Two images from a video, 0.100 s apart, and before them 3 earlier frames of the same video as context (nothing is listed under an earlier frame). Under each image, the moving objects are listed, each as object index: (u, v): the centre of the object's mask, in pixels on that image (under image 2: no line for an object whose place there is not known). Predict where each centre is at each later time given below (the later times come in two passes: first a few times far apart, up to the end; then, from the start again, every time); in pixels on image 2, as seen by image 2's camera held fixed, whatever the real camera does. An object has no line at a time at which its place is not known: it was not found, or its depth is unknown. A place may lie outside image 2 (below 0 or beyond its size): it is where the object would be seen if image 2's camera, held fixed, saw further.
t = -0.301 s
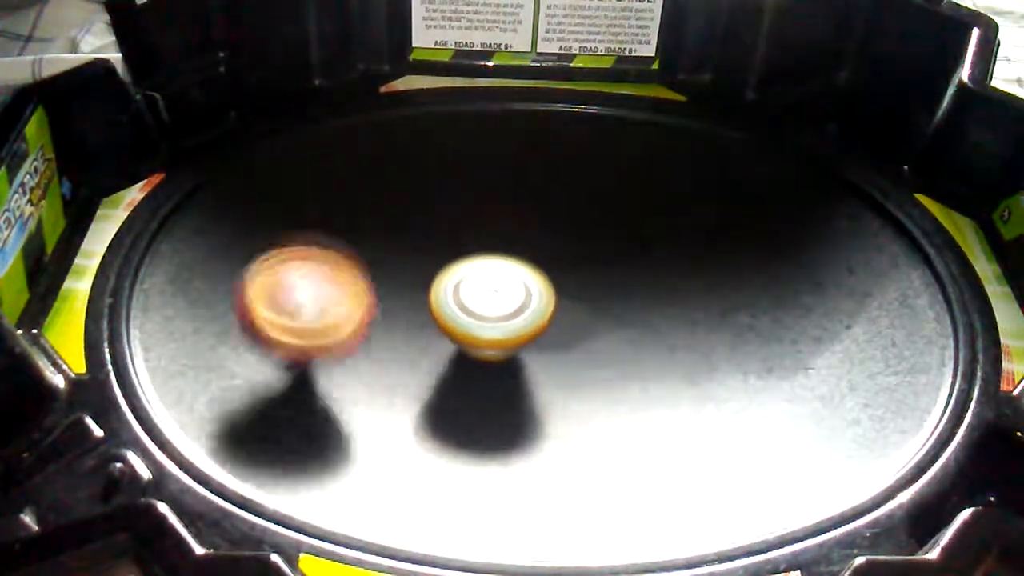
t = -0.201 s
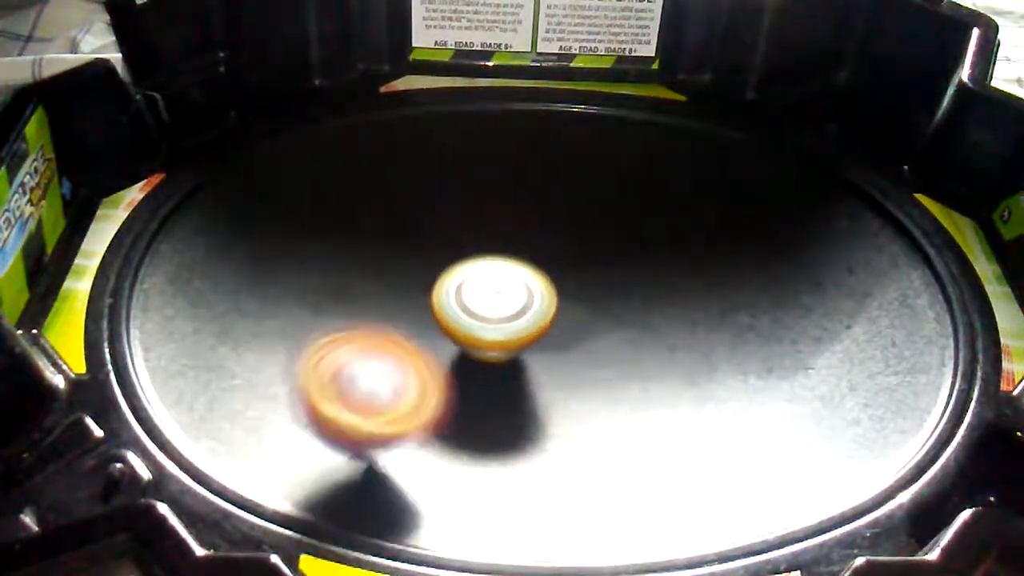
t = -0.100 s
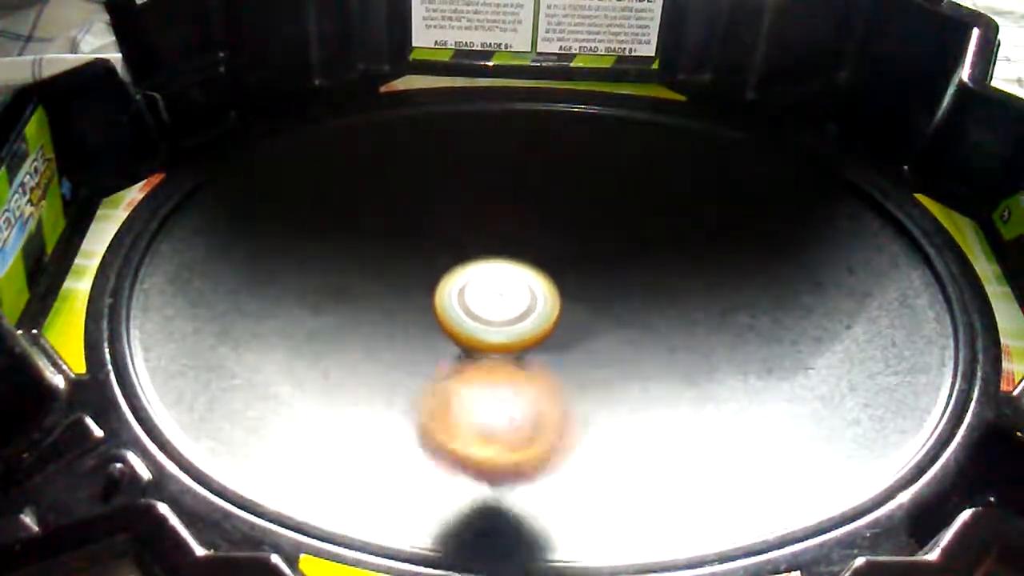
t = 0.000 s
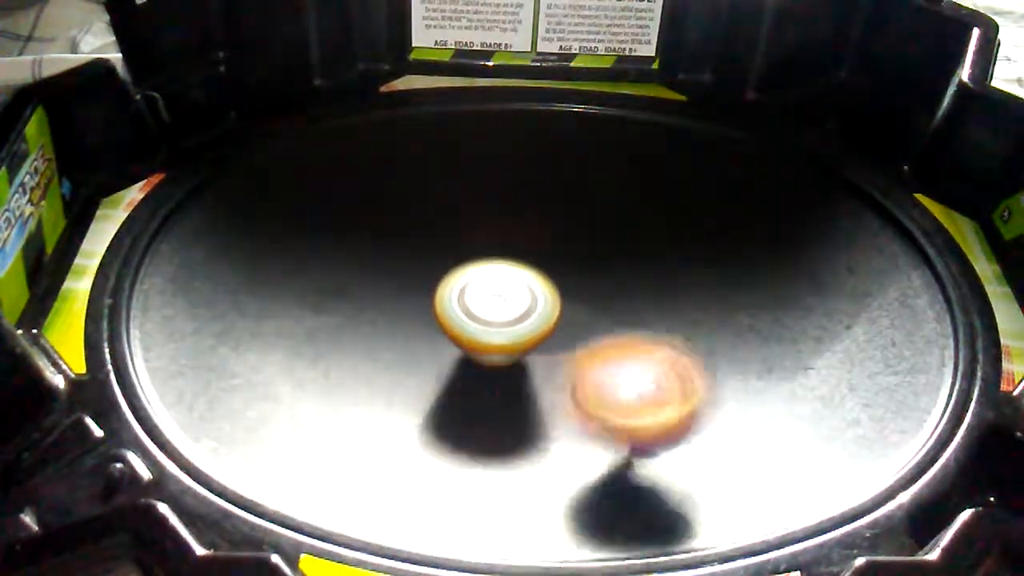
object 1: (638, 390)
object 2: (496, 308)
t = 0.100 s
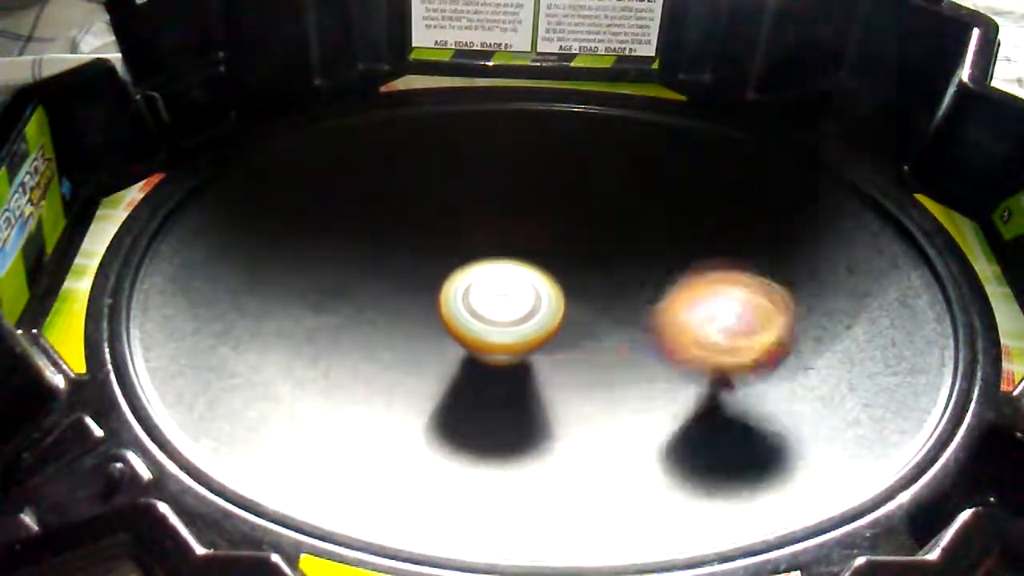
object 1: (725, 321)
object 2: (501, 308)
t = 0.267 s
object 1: (723, 181)
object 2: (502, 305)
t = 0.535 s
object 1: (479, 147)
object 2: (503, 305)
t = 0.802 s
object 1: (323, 361)
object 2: (506, 309)
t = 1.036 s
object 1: (499, 464)
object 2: (505, 303)
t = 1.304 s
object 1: (702, 312)
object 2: (499, 301)
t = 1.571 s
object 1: (501, 202)
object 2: (490, 303)
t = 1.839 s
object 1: (307, 338)
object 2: (501, 305)
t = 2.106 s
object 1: (625, 378)
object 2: (504, 304)
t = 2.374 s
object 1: (619, 194)
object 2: (507, 306)
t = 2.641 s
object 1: (373, 222)
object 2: (504, 306)
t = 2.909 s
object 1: (456, 382)
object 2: (520, 298)
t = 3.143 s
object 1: (622, 402)
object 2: (541, 253)
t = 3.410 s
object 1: (609, 310)
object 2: (524, 233)
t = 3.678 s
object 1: (538, 312)
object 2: (462, 209)
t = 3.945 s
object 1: (478, 321)
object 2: (426, 215)
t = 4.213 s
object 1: (483, 334)
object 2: (425, 223)
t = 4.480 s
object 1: (546, 344)
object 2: (459, 240)
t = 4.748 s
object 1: (599, 343)
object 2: (516, 240)
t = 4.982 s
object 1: (610, 337)
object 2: (549, 240)
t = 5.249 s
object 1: (589, 351)
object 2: (564, 242)
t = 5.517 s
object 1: (515, 341)
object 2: (581, 262)
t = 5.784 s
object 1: (462, 302)
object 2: (608, 297)
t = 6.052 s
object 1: (463, 265)
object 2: (607, 310)
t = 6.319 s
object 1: (490, 251)
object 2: (584, 328)
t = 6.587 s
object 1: (525, 231)
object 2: (568, 357)
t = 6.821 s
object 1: (556, 251)
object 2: (538, 354)
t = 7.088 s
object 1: (597, 272)
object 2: (475, 342)
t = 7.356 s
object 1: (595, 303)
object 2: (429, 307)
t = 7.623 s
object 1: (541, 314)
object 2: (414, 272)
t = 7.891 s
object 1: (522, 326)
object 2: (420, 236)
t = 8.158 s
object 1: (511, 318)
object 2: (460, 222)
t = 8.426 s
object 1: (516, 321)
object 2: (510, 221)
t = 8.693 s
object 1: (489, 324)
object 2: (580, 236)
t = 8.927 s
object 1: (489, 305)
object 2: (625, 270)
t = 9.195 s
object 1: (520, 279)
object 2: (649, 320)
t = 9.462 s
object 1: (545, 275)
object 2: (630, 368)
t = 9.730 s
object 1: (538, 277)
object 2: (568, 386)
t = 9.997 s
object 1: (540, 252)
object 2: (490, 389)
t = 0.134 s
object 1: (742, 293)
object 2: (502, 307)
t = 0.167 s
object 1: (750, 261)
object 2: (503, 306)
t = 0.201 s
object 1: (750, 231)
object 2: (503, 306)
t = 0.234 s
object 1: (741, 205)
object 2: (503, 306)
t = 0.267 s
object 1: (723, 181)
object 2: (502, 305)
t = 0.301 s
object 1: (698, 159)
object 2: (502, 305)
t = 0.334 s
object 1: (672, 144)
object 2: (502, 305)
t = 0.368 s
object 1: (640, 133)
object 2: (503, 304)
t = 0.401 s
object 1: (609, 126)
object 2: (504, 305)
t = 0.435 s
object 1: (577, 125)
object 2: (504, 306)
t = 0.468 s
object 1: (542, 128)
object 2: (504, 305)
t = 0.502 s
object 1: (509, 135)
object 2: (503, 305)
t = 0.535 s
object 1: (479, 147)
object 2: (503, 305)
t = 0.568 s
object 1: (449, 162)
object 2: (504, 306)
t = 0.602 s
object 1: (420, 180)
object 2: (506, 305)
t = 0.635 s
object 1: (390, 202)
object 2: (507, 306)
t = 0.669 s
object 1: (365, 225)
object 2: (508, 307)
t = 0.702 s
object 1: (342, 255)
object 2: (508, 308)
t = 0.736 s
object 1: (327, 288)
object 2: (508, 308)
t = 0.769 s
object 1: (322, 327)
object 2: (507, 309)
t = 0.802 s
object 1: (323, 361)
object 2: (506, 309)
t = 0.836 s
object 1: (334, 396)
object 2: (506, 309)
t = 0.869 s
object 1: (352, 426)
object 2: (505, 309)
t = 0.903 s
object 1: (377, 443)
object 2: (504, 308)
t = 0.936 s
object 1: (405, 460)
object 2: (504, 307)
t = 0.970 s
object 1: (437, 466)
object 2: (504, 305)
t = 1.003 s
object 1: (468, 468)
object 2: (504, 303)
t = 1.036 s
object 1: (499, 464)
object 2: (505, 303)
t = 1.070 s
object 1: (531, 458)
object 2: (505, 303)
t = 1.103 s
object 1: (566, 443)
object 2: (506, 305)
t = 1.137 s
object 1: (597, 430)
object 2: (505, 307)
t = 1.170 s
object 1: (634, 409)
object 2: (503, 307)
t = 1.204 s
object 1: (665, 387)
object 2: (502, 306)
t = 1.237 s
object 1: (686, 363)
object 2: (501, 305)
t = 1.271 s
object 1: (699, 336)
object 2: (501, 303)
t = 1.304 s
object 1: (702, 312)
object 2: (499, 301)
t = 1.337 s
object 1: (699, 291)
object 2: (496, 299)
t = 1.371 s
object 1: (686, 269)
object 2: (495, 298)
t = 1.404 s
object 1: (669, 251)
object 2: (495, 297)
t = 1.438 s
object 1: (642, 233)
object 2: (495, 298)
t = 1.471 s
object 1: (613, 220)
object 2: (494, 300)
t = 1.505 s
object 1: (579, 211)
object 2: (492, 302)
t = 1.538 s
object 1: (541, 204)
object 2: (491, 303)
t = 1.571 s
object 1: (501, 202)
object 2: (490, 303)
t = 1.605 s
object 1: (462, 204)
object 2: (491, 302)
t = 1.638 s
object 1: (425, 211)
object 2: (494, 301)
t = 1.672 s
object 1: (388, 223)
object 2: (498, 301)
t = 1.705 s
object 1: (358, 240)
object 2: (500, 302)
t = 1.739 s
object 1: (330, 262)
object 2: (501, 303)
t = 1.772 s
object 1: (315, 284)
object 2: (501, 304)
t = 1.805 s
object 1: (304, 312)
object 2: (501, 305)
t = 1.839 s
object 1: (307, 338)
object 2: (501, 305)
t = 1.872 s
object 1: (320, 364)
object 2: (502, 305)
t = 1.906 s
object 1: (351, 391)
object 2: (505, 304)
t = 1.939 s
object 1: (396, 407)
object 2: (507, 305)
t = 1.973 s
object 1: (444, 416)
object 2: (507, 305)
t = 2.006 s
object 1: (489, 418)
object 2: (505, 305)
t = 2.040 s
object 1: (533, 414)
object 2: (503, 305)
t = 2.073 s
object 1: (579, 399)
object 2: (502, 305)
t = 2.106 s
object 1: (625, 378)
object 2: (504, 304)
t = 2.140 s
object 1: (654, 355)
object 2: (505, 304)
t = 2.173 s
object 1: (671, 331)
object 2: (506, 304)
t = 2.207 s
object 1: (681, 304)
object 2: (505, 305)
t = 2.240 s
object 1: (681, 278)
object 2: (503, 306)
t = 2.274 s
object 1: (674, 252)
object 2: (503, 306)
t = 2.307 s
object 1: (662, 230)
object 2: (503, 306)
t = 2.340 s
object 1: (643, 210)
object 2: (506, 306)
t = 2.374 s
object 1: (619, 194)
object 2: (507, 306)
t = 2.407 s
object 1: (591, 181)
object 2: (506, 307)
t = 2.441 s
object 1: (557, 171)
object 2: (505, 306)
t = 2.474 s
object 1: (522, 169)
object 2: (505, 304)
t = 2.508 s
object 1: (484, 170)
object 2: (505, 304)
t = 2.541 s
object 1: (449, 177)
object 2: (505, 304)
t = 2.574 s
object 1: (418, 189)
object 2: (506, 304)
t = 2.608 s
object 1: (393, 203)
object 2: (505, 305)
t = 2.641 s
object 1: (373, 222)
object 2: (504, 306)
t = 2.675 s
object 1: (361, 245)
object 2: (503, 306)
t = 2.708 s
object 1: (356, 269)
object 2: (504, 305)
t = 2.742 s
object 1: (360, 294)
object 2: (506, 305)
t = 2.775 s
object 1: (373, 315)
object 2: (507, 306)
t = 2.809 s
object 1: (390, 335)
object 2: (510, 305)
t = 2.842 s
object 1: (410, 358)
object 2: (515, 303)
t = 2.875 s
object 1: (432, 375)
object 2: (518, 300)
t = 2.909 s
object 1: (456, 382)
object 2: (520, 298)
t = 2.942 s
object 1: (484, 386)
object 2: (521, 294)
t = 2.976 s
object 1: (511, 387)
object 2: (520, 292)
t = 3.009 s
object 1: (535, 394)
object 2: (523, 283)
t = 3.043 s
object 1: (559, 405)
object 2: (528, 273)
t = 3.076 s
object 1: (584, 411)
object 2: (533, 265)
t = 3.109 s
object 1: (605, 411)
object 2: (538, 259)
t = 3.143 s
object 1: (622, 402)
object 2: (541, 253)
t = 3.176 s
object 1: (632, 392)
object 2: (542, 248)
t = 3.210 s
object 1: (638, 381)
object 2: (540, 244)
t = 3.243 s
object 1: (640, 368)
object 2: (538, 241)
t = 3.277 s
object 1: (641, 356)
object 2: (535, 238)
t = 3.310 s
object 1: (637, 344)
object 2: (532, 236)
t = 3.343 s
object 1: (631, 331)
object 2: (530, 235)
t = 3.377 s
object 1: (620, 320)
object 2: (527, 234)
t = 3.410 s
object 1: (609, 310)
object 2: (524, 233)
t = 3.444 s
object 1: (597, 301)
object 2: (519, 231)
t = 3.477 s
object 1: (589, 304)
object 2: (511, 223)
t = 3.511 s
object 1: (583, 309)
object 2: (502, 216)
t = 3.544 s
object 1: (576, 312)
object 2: (494, 212)
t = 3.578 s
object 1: (568, 313)
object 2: (485, 210)
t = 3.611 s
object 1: (558, 314)
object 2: (477, 208)
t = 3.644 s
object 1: (547, 314)
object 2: (469, 208)
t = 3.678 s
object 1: (538, 312)
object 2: (462, 209)
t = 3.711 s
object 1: (526, 309)
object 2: (455, 211)
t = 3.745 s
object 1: (515, 306)
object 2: (449, 213)
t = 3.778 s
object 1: (505, 303)
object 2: (444, 216)
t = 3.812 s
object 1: (494, 300)
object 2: (440, 218)
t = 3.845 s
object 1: (487, 301)
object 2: (437, 217)
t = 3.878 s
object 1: (483, 310)
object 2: (433, 214)
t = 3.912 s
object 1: (480, 317)
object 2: (430, 214)
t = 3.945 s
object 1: (478, 321)
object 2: (426, 215)
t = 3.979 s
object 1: (476, 323)
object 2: (423, 216)
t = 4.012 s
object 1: (475, 322)
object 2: (421, 219)
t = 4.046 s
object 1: (474, 321)
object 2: (419, 221)
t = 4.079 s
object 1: (474, 318)
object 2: (418, 225)
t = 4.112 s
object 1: (473, 315)
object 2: (418, 228)
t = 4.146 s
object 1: (474, 314)
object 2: (419, 230)
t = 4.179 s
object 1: (478, 324)
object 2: (422, 226)
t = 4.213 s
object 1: (483, 334)
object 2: (425, 223)
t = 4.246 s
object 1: (489, 342)
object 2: (427, 223)
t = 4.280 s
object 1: (496, 348)
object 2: (430, 224)
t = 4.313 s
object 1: (505, 351)
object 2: (433, 225)
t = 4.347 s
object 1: (513, 352)
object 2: (436, 227)
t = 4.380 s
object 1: (522, 352)
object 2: (441, 229)
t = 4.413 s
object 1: (531, 350)
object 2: (446, 233)
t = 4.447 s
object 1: (539, 348)
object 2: (452, 236)
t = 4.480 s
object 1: (546, 344)
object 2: (459, 240)
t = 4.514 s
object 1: (552, 340)
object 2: (467, 244)
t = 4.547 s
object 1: (557, 335)
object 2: (476, 248)
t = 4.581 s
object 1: (561, 329)
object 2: (484, 251)
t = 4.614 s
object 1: (567, 330)
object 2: (493, 249)
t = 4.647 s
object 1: (577, 336)
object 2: (499, 244)
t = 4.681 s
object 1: (586, 340)
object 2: (505, 241)
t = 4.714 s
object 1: (593, 342)
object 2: (511, 240)
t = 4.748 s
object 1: (599, 343)
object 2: (516, 240)
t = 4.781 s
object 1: (604, 341)
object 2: (521, 241)
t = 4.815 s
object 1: (608, 339)
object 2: (526, 243)
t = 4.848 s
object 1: (610, 336)
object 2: (530, 244)
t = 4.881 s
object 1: (610, 332)
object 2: (535, 246)
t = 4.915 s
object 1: (610, 328)
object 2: (540, 247)
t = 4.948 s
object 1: (609, 327)
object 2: (545, 246)
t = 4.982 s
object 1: (610, 337)
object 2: (549, 240)
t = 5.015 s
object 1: (611, 345)
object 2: (553, 237)
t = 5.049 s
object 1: (611, 351)
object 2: (556, 235)
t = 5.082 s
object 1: (609, 354)
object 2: (558, 235)
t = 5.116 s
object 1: (607, 356)
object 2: (559, 236)
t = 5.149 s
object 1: (604, 356)
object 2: (561, 237)
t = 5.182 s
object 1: (600, 355)
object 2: (562, 238)
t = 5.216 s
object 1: (596, 354)
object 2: (563, 240)
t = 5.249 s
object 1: (589, 351)
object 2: (564, 242)
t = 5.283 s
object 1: (582, 348)
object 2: (566, 244)
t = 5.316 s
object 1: (576, 346)
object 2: (568, 246)
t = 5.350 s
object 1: (569, 343)
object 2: (570, 249)
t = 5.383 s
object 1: (561, 342)
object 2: (573, 249)
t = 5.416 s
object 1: (551, 343)
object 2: (577, 251)
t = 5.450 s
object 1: (538, 344)
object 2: (579, 254)
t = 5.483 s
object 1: (527, 344)
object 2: (580, 258)
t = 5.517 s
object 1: (515, 341)
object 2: (581, 262)
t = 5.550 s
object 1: (504, 339)
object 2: (584, 265)
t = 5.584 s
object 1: (496, 334)
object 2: (588, 271)
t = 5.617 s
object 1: (488, 329)
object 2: (593, 276)
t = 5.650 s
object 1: (481, 323)
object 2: (598, 281)
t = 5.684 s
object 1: (474, 318)
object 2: (601, 286)
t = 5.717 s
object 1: (469, 313)
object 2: (604, 291)
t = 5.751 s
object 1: (464, 308)
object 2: (606, 294)
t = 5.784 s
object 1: (462, 302)
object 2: (608, 297)
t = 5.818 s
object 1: (460, 296)
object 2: (610, 299)
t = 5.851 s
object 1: (458, 290)
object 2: (612, 301)
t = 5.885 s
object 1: (457, 284)
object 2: (613, 303)
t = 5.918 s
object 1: (457, 280)
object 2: (613, 304)
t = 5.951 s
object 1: (458, 277)
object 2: (612, 306)
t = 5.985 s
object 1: (459, 273)
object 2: (611, 307)
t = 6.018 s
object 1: (462, 268)
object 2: (609, 309)
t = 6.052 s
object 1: (463, 265)
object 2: (607, 310)
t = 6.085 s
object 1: (466, 263)
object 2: (605, 311)
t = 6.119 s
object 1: (470, 260)
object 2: (602, 313)
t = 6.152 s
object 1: (474, 259)
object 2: (598, 315)
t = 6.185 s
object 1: (479, 257)
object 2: (594, 317)
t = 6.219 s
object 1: (482, 256)
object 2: (591, 319)
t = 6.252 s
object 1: (483, 255)
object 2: (589, 323)
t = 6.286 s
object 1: (486, 252)
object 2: (587, 326)
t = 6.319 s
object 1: (490, 251)
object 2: (584, 328)
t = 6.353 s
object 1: (494, 250)
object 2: (582, 331)
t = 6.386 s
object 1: (498, 245)
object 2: (582, 338)
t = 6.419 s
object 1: (503, 238)
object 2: (581, 344)
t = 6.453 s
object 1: (507, 233)
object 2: (579, 349)
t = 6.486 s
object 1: (512, 232)
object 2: (576, 352)
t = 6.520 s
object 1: (517, 231)
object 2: (573, 355)
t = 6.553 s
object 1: (521, 230)
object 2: (571, 356)
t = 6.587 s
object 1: (525, 231)
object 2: (568, 357)
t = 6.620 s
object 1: (530, 233)
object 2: (565, 357)
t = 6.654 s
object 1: (534, 236)
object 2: (562, 357)
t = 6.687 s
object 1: (538, 240)
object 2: (559, 356)
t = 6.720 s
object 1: (542, 244)
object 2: (555, 355)
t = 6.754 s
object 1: (546, 248)
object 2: (551, 352)
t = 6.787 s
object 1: (551, 251)
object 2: (546, 352)
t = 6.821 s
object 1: (556, 251)
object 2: (538, 354)
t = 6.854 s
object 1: (565, 250)
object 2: (530, 355)
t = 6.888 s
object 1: (572, 251)
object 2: (522, 354)
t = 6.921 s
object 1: (578, 254)
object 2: (514, 353)
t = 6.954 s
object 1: (584, 256)
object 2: (506, 352)
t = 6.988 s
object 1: (587, 260)
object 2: (499, 350)
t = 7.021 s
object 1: (591, 265)
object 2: (491, 348)
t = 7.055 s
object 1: (594, 268)
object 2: (483, 345)
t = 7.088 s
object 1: (597, 272)
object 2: (475, 342)
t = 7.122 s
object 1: (600, 278)
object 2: (467, 339)
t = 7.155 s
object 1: (602, 281)
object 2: (461, 335)
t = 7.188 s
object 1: (602, 287)
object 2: (454, 331)
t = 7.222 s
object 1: (603, 291)
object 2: (448, 327)
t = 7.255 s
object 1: (602, 295)
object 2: (442, 322)
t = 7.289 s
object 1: (600, 299)
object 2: (437, 318)
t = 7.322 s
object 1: (599, 301)
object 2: (432, 313)
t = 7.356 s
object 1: (595, 303)
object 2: (429, 307)
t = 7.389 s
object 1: (591, 306)
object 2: (426, 303)
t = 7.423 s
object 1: (586, 307)
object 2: (423, 298)
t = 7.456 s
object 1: (578, 311)
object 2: (420, 294)
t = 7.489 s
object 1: (574, 312)
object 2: (418, 289)
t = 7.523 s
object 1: (566, 314)
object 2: (416, 285)
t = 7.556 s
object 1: (558, 316)
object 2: (415, 280)
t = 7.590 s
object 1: (551, 315)
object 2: (414, 276)
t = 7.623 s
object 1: (541, 314)
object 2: (414, 272)
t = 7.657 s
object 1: (535, 313)
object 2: (414, 268)
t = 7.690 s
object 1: (527, 311)
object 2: (415, 265)
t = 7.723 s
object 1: (523, 314)
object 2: (415, 258)
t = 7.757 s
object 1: (525, 320)
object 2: (413, 252)
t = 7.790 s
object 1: (526, 324)
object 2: (414, 247)
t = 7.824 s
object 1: (526, 325)
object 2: (416, 243)
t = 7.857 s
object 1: (523, 326)
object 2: (417, 239)
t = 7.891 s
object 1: (522, 326)
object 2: (420, 236)
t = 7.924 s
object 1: (520, 323)
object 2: (423, 234)
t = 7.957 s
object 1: (520, 323)
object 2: (427, 233)
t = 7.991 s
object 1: (518, 319)
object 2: (432, 232)
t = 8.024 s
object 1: (516, 318)
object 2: (437, 231)
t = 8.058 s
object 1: (515, 313)
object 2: (442, 230)
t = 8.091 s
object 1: (511, 311)
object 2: (448, 230)
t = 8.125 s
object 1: (511, 310)
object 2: (454, 225)
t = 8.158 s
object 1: (511, 318)
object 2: (460, 222)
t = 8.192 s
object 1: (514, 320)
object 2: (465, 218)
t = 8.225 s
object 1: (513, 324)
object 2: (471, 217)
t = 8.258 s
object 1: (514, 323)
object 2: (477, 216)
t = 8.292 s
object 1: (512, 325)
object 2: (484, 216)
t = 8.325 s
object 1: (515, 323)
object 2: (490, 216)
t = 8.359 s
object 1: (514, 324)
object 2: (497, 217)
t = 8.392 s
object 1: (516, 320)
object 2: (504, 219)
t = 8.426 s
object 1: (516, 321)
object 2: (510, 221)
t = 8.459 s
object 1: (515, 317)
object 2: (517, 222)
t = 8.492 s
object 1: (515, 316)
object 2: (524, 225)
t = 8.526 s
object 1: (513, 315)
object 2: (533, 227)
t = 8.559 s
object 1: (507, 320)
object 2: (545, 227)
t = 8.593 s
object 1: (498, 321)
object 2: (554, 229)
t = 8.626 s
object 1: (496, 323)
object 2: (563, 231)
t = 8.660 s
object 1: (488, 324)
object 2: (571, 233)
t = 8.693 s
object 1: (489, 324)
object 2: (580, 236)
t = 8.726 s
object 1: (484, 324)
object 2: (588, 240)
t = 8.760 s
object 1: (484, 321)
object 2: (595, 244)
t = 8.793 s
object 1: (485, 320)
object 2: (602, 248)
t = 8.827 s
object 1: (483, 316)
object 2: (608, 253)
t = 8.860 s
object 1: (486, 315)
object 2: (615, 259)
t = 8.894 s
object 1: (485, 310)
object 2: (621, 264)
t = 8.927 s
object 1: (489, 305)
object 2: (625, 270)
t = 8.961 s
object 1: (489, 303)
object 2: (630, 276)
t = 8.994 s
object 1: (493, 295)
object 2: (634, 282)
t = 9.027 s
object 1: (499, 294)
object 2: (638, 288)
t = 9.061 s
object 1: (501, 289)
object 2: (642, 294)
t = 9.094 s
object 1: (508, 284)
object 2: (644, 301)
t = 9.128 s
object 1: (510, 283)
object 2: (646, 307)
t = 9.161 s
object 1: (514, 278)
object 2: (648, 313)
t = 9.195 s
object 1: (520, 279)
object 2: (649, 320)
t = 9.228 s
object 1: (523, 277)
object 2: (649, 326)
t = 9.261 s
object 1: (530, 275)
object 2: (648, 333)
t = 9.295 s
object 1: (532, 278)
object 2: (646, 338)
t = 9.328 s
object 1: (535, 276)
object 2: (643, 344)
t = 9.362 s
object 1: (540, 277)
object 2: (640, 351)
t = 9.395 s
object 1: (540, 272)
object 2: (638, 358)
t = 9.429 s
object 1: (544, 271)
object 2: (634, 363)
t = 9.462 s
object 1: (545, 275)
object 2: (630, 368)
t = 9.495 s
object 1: (546, 273)
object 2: (624, 372)
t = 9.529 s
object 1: (549, 274)
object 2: (619, 376)
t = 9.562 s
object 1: (545, 278)
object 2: (612, 378)
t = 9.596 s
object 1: (543, 277)
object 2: (604, 380)
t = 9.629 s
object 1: (545, 279)
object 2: (596, 380)
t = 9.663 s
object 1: (539, 279)
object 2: (587, 381)
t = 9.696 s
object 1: (537, 278)
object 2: (579, 381)
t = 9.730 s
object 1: (538, 277)
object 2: (568, 386)
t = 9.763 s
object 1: (537, 261)
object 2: (558, 396)
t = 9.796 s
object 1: (543, 251)
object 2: (549, 402)
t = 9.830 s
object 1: (545, 247)
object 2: (540, 403)
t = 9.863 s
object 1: (544, 241)
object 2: (529, 403)
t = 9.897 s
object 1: (544, 239)
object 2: (519, 401)
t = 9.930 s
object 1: (546, 241)
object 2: (509, 398)
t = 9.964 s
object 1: (545, 249)
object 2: (500, 395)
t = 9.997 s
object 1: (540, 252)
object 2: (490, 389)
